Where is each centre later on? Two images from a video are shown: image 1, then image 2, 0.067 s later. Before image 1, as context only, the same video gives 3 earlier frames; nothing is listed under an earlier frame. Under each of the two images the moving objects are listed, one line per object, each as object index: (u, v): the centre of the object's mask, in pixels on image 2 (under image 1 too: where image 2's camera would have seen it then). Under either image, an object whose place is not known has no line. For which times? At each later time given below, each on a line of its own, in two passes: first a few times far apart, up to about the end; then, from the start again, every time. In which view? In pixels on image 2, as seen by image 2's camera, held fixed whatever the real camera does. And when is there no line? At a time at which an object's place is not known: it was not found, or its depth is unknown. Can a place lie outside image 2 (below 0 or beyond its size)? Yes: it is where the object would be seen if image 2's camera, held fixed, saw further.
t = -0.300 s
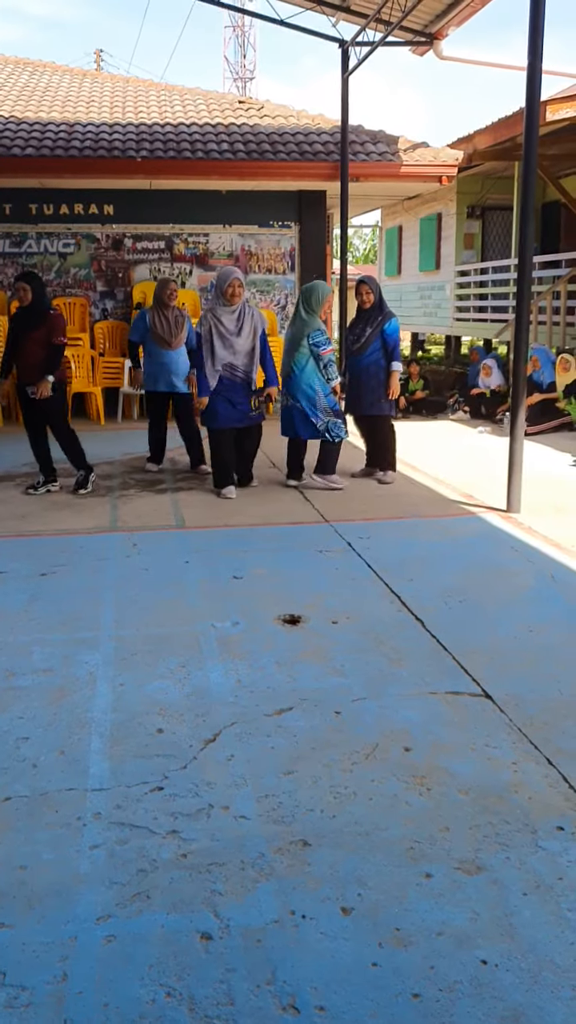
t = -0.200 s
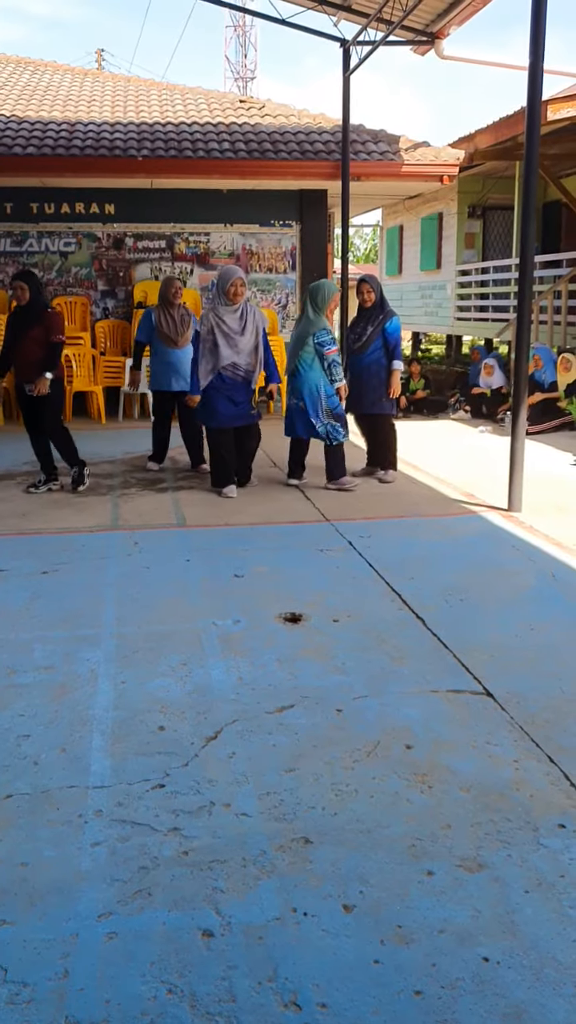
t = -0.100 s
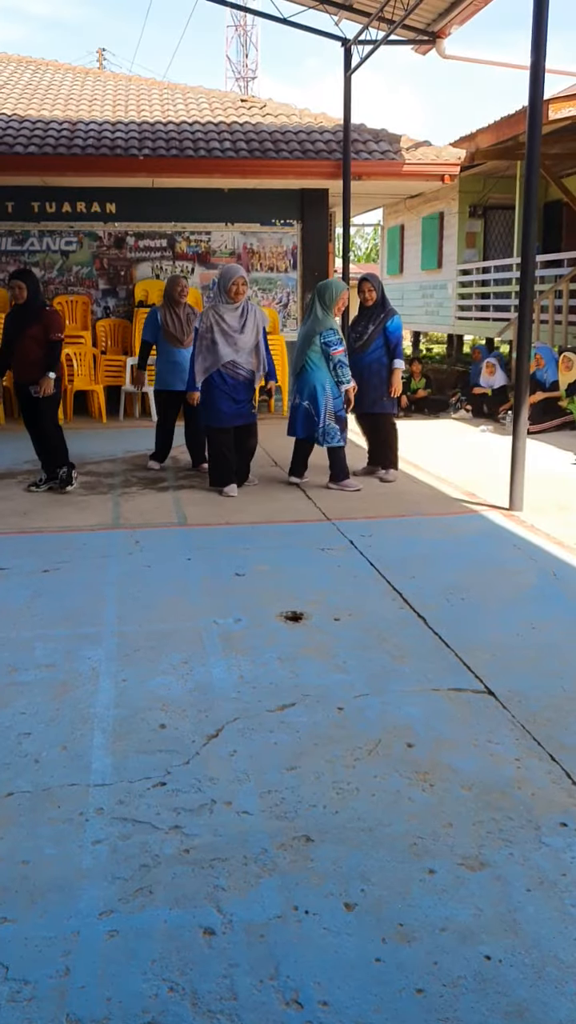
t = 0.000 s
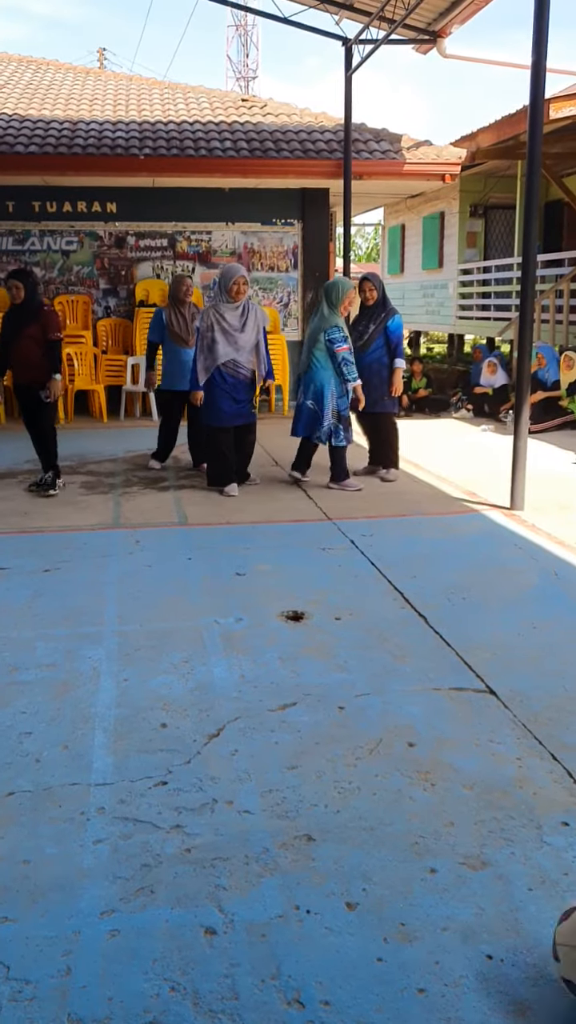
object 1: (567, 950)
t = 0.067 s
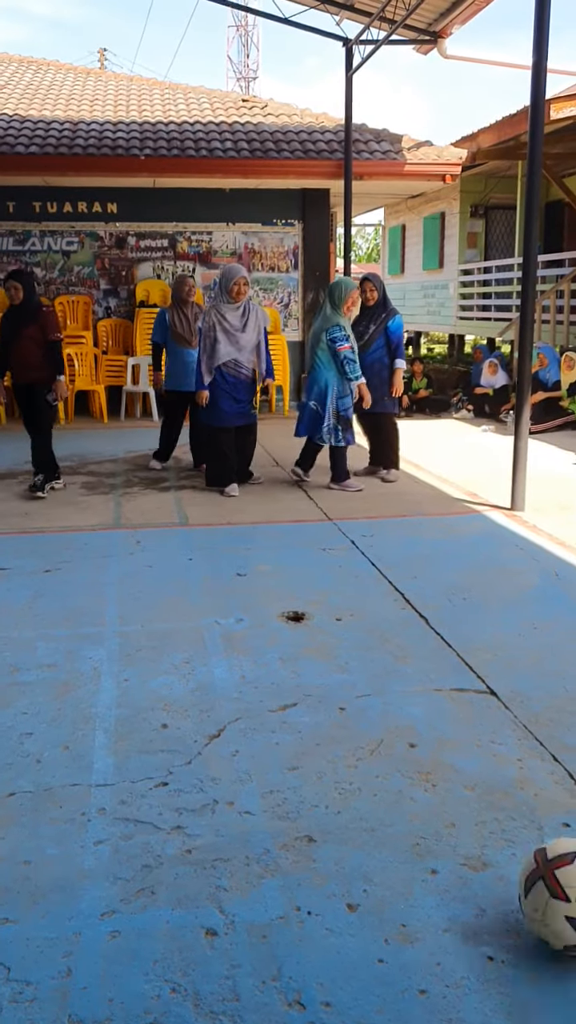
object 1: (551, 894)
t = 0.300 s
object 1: (471, 752)
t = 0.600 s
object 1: (400, 642)
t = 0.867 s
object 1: (360, 584)
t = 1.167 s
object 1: (331, 541)
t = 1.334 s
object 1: (318, 522)
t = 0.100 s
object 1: (543, 869)
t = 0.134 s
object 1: (534, 845)
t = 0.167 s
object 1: (523, 824)
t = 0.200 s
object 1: (509, 804)
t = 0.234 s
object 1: (496, 783)
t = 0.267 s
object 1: (483, 767)
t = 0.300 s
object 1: (471, 752)
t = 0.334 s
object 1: (462, 735)
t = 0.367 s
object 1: (452, 722)
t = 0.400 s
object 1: (443, 709)
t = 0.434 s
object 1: (434, 696)
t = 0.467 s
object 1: (426, 683)
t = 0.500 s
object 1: (419, 672)
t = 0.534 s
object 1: (413, 661)
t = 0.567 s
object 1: (406, 652)
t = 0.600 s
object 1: (400, 642)
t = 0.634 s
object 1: (395, 634)
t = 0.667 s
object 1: (388, 626)
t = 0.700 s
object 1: (383, 617)
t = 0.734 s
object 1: (378, 610)
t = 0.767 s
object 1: (373, 603)
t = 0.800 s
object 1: (368, 596)
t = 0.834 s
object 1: (364, 590)
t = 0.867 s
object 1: (360, 584)
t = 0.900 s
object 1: (356, 579)
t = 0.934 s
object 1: (352, 573)
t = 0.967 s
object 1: (349, 567)
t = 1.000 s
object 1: (345, 563)
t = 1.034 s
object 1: (342, 558)
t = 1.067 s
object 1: (339, 554)
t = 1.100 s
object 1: (337, 549)
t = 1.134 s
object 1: (334, 545)
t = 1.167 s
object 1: (331, 541)
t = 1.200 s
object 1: (328, 537)
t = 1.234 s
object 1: (325, 534)
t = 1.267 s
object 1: (323, 530)
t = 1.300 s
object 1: (321, 526)
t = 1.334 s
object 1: (318, 522)
